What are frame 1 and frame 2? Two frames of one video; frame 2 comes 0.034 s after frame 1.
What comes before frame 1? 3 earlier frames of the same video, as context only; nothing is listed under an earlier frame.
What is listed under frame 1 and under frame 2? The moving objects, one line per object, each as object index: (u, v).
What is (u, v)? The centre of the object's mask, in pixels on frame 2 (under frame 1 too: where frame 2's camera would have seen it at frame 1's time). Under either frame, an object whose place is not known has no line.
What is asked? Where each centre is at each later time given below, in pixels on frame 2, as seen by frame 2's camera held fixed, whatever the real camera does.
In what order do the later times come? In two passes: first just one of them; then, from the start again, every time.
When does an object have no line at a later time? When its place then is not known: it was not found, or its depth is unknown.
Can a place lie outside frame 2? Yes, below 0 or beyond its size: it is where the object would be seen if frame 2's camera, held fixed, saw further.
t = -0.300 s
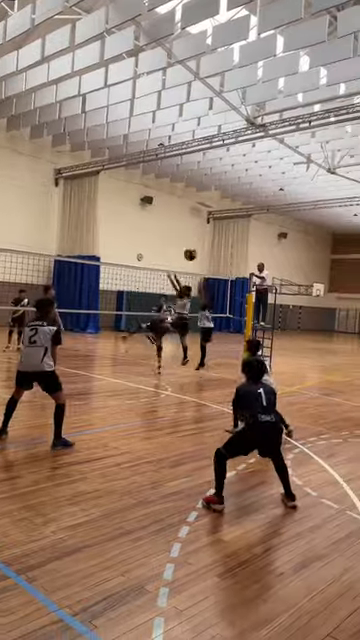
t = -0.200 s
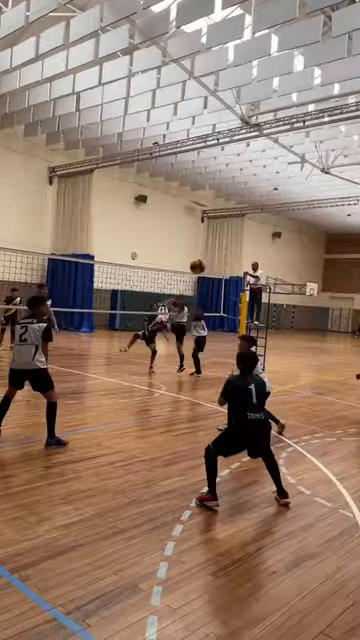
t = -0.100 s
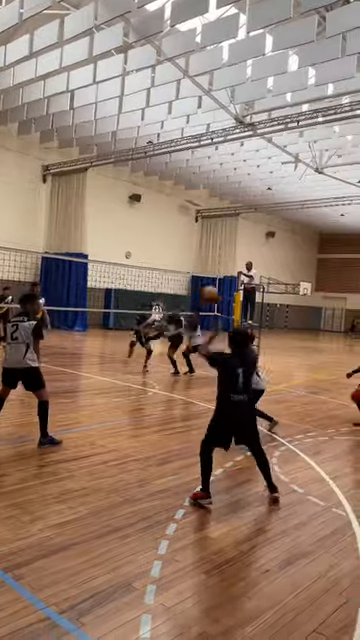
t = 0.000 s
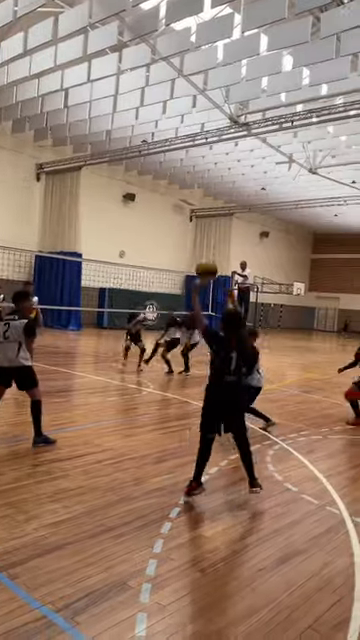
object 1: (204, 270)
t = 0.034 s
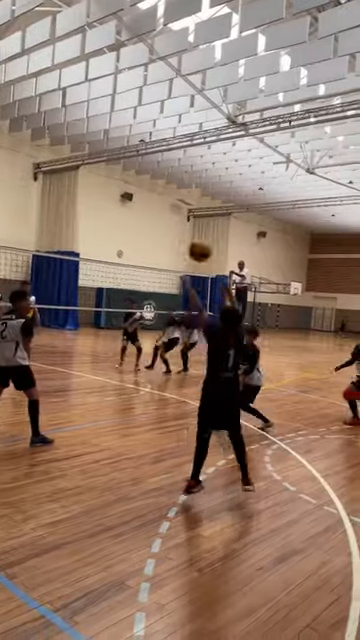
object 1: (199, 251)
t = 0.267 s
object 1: (165, 144)
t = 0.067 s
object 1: (194, 233)
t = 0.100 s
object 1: (189, 215)
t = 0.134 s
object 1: (184, 197)
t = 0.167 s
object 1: (179, 183)
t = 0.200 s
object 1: (176, 169)
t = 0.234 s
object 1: (170, 156)
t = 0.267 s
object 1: (165, 144)
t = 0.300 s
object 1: (161, 133)
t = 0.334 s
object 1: (154, 124)
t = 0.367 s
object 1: (150, 116)
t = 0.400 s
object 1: (144, 110)
